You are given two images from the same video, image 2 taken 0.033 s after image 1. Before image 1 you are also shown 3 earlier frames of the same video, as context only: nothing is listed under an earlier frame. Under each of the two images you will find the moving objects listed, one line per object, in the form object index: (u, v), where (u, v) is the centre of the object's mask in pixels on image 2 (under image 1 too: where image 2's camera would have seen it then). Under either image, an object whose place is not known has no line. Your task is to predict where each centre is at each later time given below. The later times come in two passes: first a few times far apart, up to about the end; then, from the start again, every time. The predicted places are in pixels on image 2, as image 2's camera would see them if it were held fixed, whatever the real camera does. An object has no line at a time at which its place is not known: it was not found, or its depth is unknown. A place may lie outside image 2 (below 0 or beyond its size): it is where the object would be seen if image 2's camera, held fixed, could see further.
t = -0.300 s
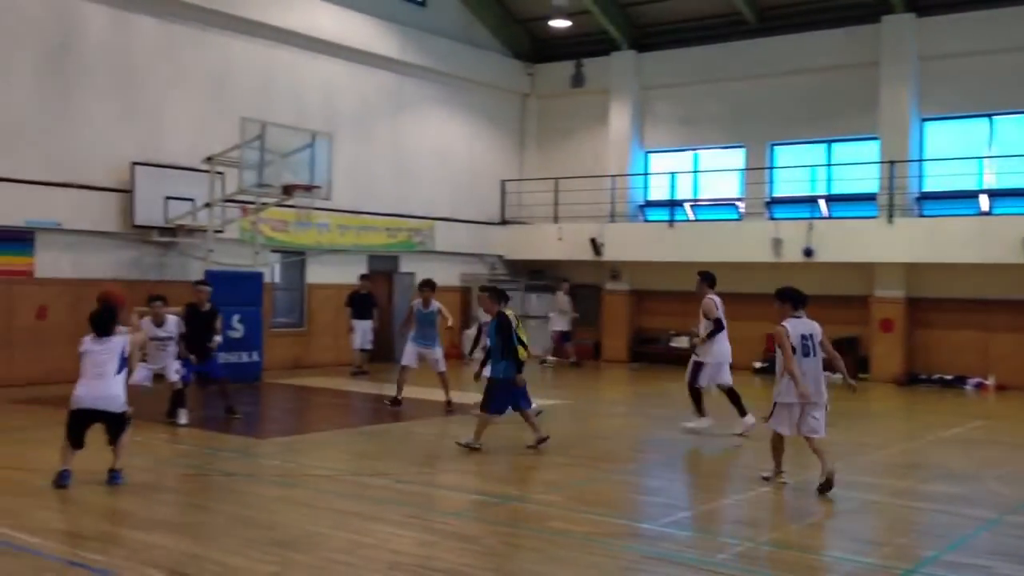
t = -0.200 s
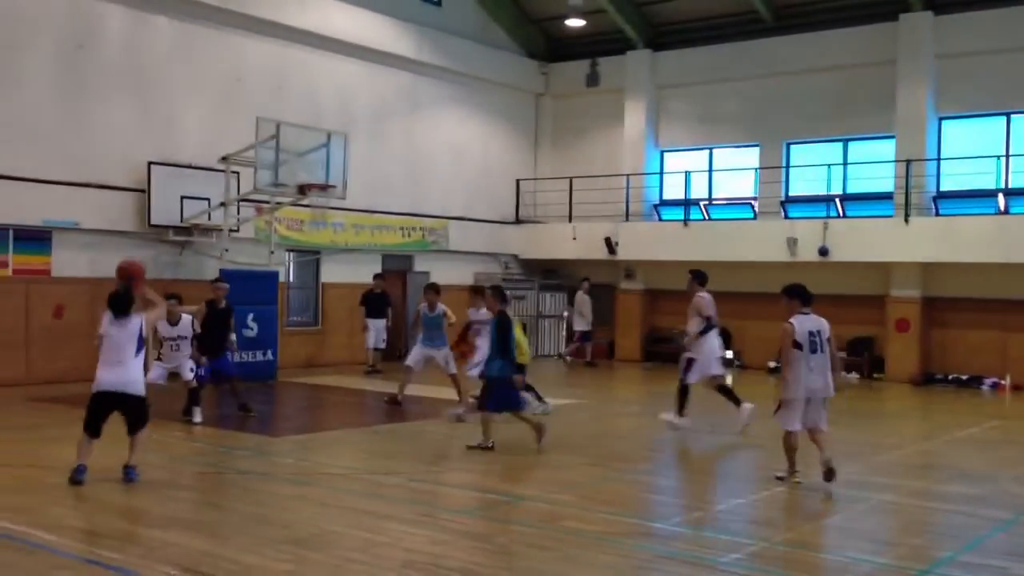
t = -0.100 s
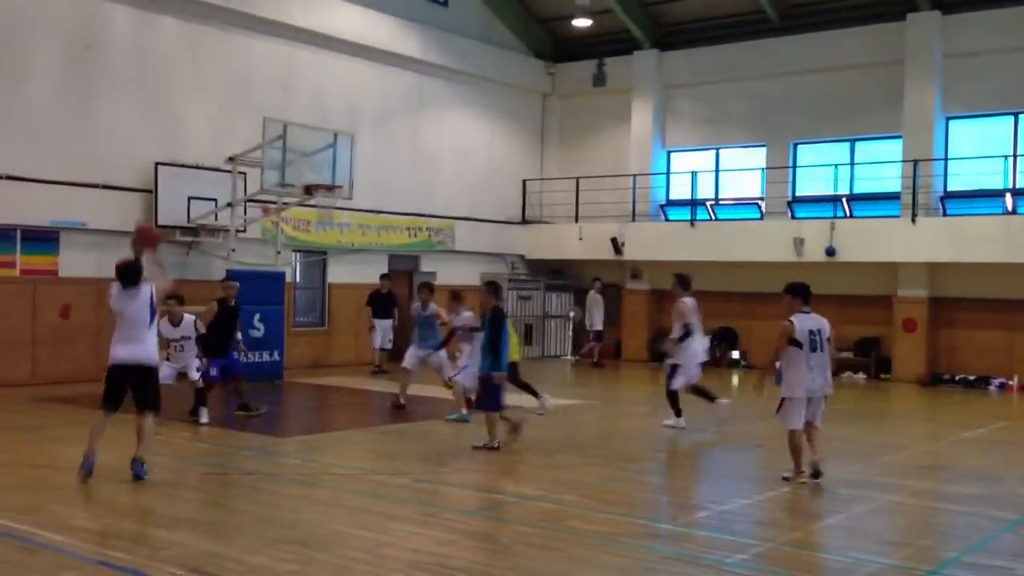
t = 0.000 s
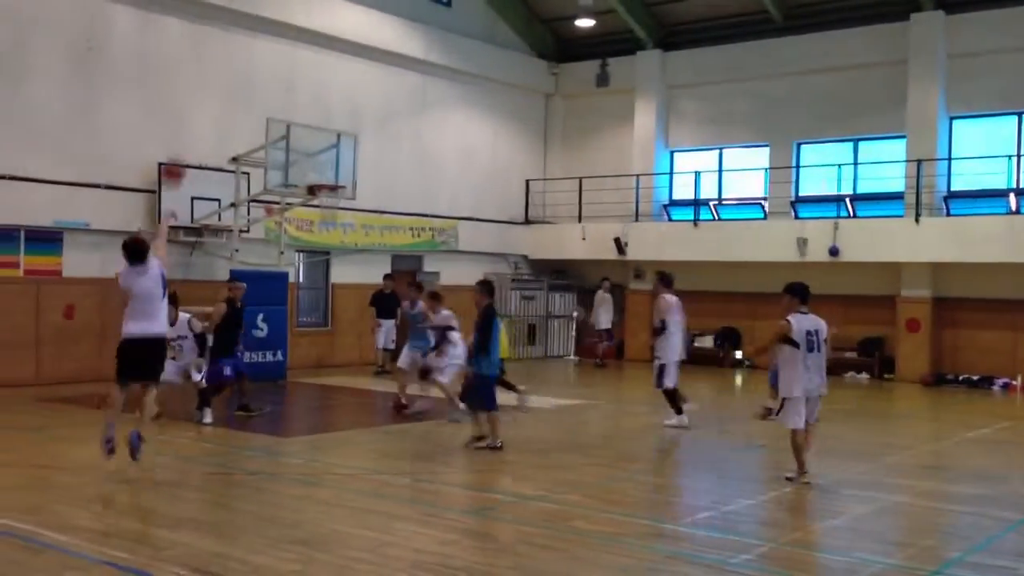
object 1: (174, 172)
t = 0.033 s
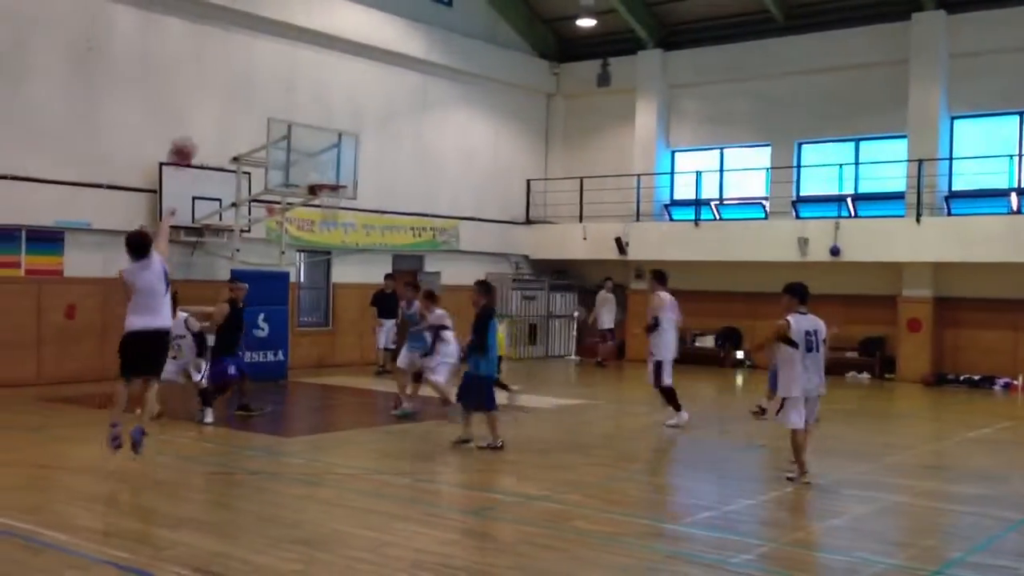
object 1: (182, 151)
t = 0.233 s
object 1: (223, 77)
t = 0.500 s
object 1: (267, 45)
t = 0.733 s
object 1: (297, 67)
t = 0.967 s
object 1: (319, 121)
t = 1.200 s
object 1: (335, 179)
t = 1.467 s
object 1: (346, 153)
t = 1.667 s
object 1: (365, 156)
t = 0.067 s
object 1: (189, 137)
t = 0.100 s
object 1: (196, 122)
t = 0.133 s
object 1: (204, 108)
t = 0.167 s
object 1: (210, 97)
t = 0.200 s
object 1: (216, 86)
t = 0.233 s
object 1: (223, 77)
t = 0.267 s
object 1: (229, 69)
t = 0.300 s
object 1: (235, 63)
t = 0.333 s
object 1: (241, 57)
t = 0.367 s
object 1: (247, 52)
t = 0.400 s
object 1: (252, 49)
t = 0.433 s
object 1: (257, 47)
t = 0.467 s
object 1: (262, 46)
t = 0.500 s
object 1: (267, 45)
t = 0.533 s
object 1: (272, 45)
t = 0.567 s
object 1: (277, 47)
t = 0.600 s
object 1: (281, 50)
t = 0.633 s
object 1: (285, 53)
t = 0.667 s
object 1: (289, 57)
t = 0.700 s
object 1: (293, 62)
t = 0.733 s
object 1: (297, 67)
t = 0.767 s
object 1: (300, 73)
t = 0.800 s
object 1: (303, 80)
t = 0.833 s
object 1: (307, 87)
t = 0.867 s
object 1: (310, 95)
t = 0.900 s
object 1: (314, 103)
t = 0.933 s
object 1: (317, 112)
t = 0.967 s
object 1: (319, 121)
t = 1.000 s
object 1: (322, 132)
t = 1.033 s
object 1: (324, 142)
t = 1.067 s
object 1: (326, 153)
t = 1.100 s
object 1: (330, 165)
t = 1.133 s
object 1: (332, 176)
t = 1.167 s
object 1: (334, 178)
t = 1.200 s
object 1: (335, 179)
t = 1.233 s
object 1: (335, 179)
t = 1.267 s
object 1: (335, 174)
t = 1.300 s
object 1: (335, 169)
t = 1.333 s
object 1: (335, 164)
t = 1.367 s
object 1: (336, 161)
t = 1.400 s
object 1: (340, 157)
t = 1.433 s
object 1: (343, 155)
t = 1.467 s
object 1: (346, 153)
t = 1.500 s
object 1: (350, 152)
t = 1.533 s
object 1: (353, 152)
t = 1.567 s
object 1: (356, 152)
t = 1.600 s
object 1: (359, 153)
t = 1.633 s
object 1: (362, 154)
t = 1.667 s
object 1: (365, 156)
